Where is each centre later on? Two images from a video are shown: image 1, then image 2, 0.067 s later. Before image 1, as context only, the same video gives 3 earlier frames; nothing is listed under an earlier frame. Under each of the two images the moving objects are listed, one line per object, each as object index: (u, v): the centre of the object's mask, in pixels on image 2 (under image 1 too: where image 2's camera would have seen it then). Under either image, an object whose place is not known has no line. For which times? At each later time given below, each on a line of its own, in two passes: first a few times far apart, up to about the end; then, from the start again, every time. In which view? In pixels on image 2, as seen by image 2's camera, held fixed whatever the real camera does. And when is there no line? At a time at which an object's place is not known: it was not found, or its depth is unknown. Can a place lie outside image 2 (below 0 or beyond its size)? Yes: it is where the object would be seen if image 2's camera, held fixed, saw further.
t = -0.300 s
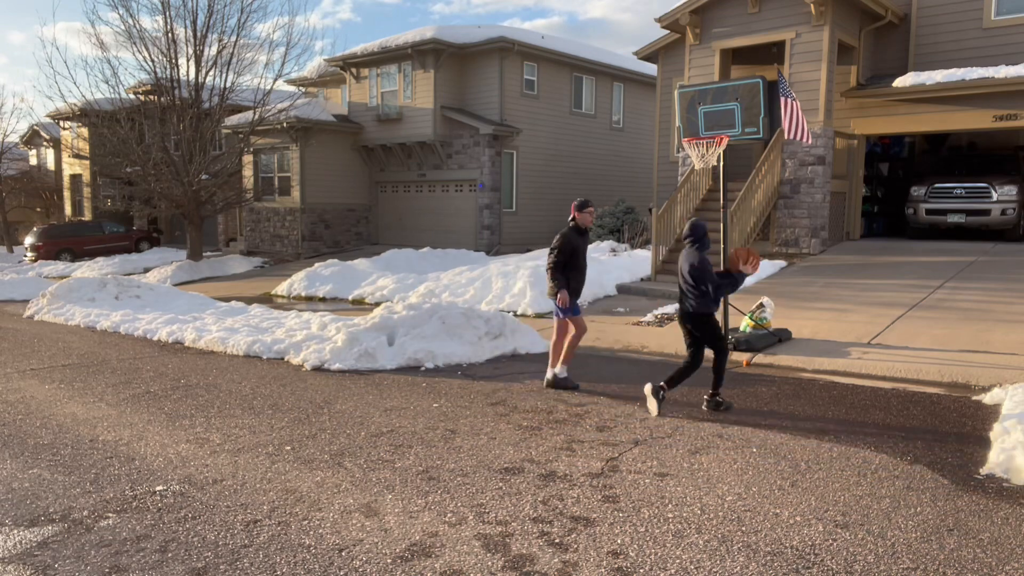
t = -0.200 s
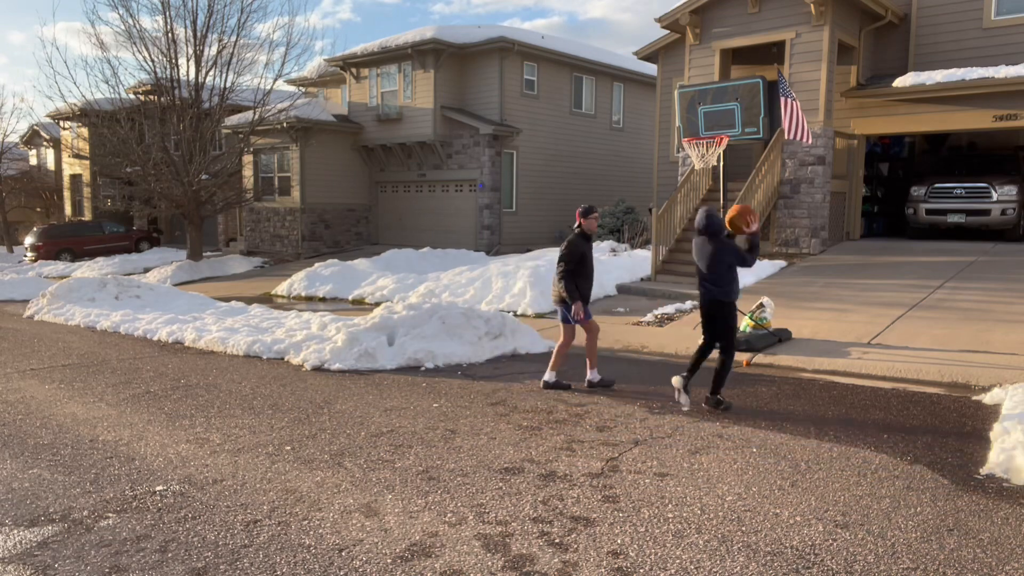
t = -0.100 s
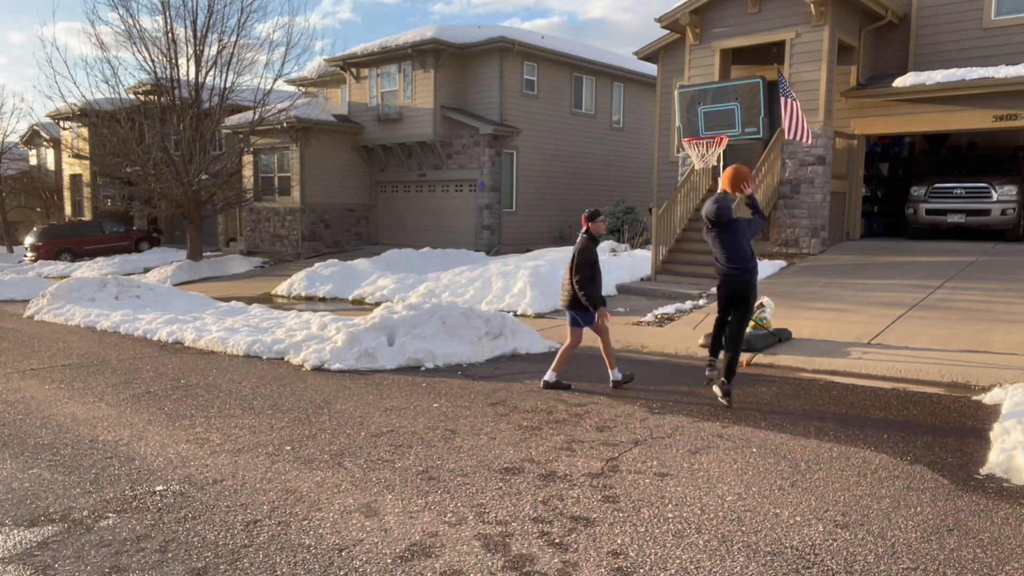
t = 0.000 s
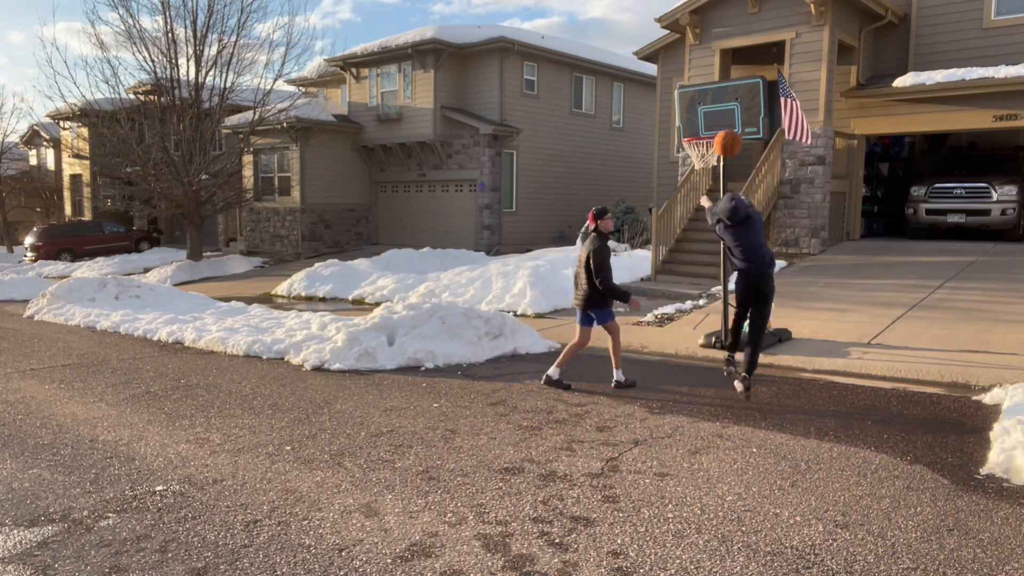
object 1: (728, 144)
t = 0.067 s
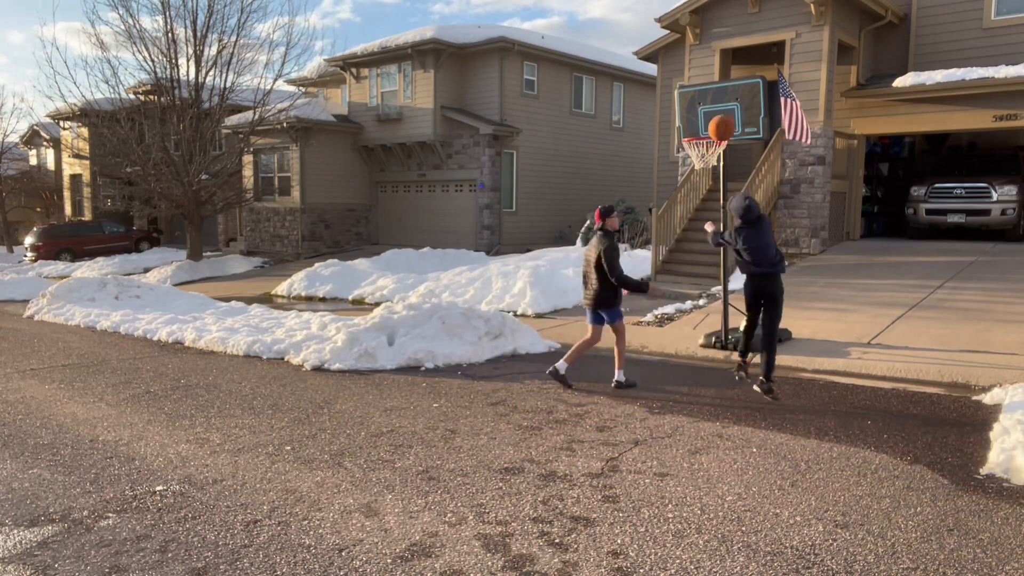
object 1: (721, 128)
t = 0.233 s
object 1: (708, 116)
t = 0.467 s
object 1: (680, 130)
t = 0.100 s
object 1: (719, 123)
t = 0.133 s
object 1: (717, 119)
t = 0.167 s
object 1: (714, 117)
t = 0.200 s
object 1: (710, 116)
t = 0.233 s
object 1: (708, 116)
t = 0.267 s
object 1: (706, 117)
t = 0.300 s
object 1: (703, 119)
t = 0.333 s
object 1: (702, 121)
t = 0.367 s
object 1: (699, 125)
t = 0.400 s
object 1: (691, 129)
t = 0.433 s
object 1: (687, 129)
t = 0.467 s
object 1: (680, 130)
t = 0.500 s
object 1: (676, 130)
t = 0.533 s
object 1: (671, 132)
